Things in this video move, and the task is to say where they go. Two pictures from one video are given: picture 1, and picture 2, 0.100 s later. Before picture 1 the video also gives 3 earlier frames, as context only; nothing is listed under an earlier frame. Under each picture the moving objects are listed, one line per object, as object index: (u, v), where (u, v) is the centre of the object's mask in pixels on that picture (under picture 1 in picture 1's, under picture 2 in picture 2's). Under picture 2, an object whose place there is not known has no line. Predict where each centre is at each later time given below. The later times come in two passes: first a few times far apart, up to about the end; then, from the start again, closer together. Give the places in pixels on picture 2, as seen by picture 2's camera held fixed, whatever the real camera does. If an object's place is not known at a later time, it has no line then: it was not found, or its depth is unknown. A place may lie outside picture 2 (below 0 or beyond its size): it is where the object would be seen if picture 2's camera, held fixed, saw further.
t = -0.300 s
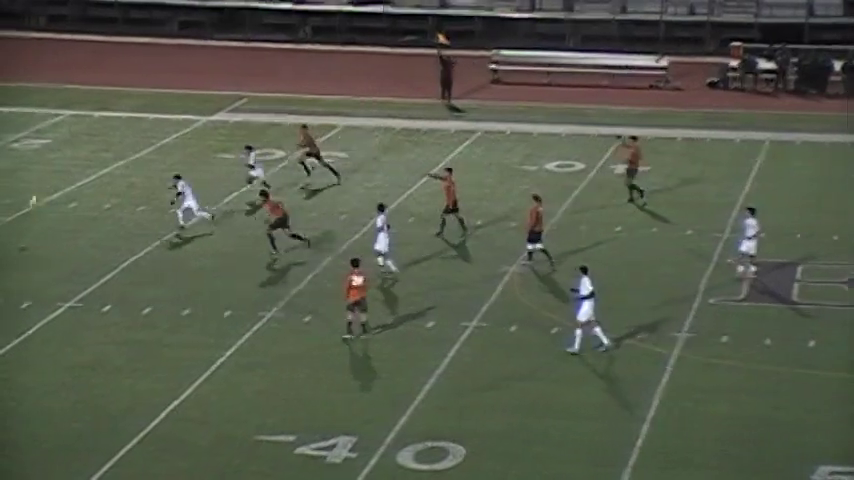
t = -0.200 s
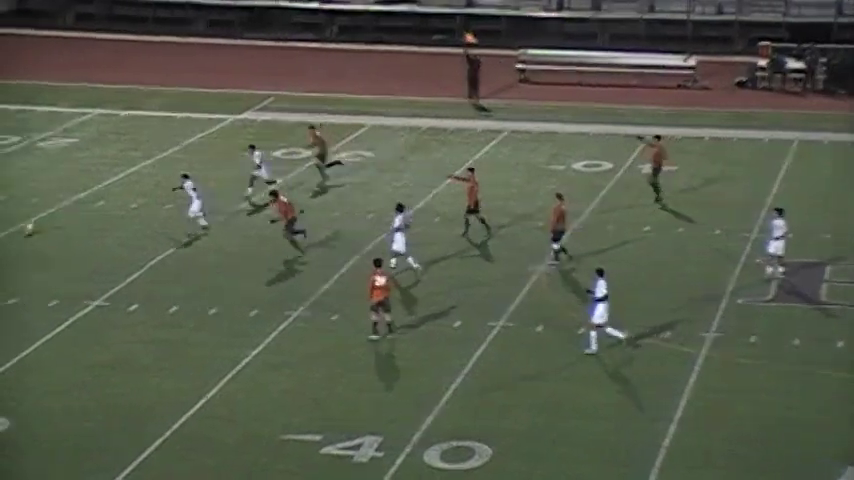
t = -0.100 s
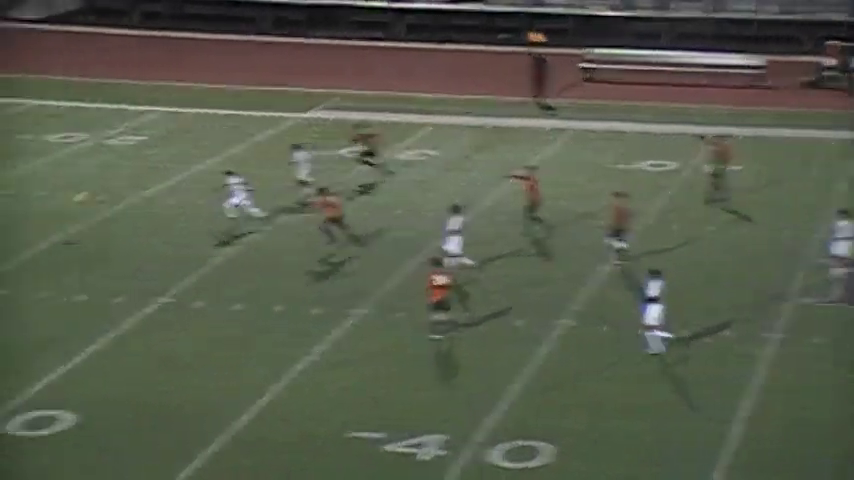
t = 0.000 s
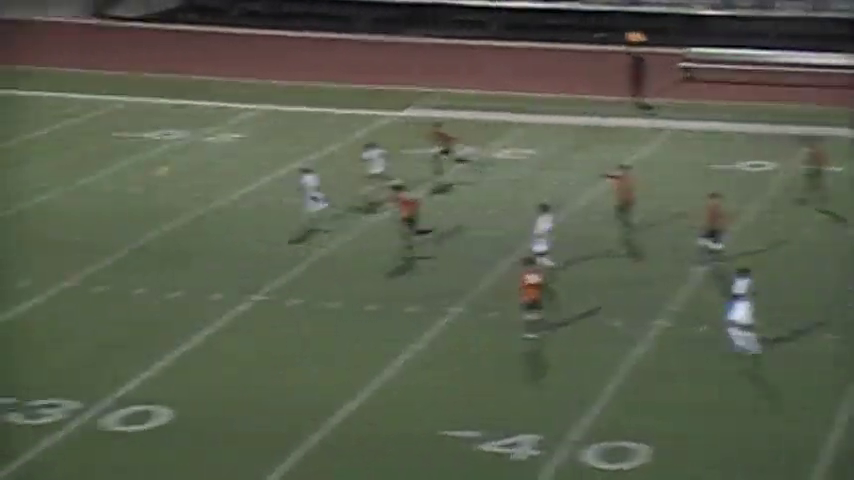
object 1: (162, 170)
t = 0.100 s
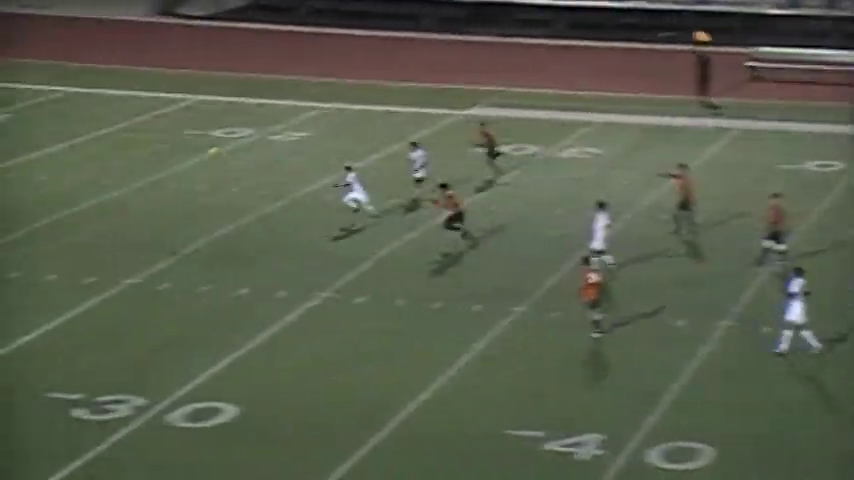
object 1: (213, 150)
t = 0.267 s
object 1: (186, 131)
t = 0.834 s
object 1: (105, 150)
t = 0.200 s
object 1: (196, 135)
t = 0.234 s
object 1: (192, 133)
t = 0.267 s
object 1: (186, 131)
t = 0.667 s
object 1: (127, 130)
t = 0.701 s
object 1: (123, 134)
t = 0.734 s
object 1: (118, 137)
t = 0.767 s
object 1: (114, 140)
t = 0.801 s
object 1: (109, 146)
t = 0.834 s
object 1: (105, 150)
